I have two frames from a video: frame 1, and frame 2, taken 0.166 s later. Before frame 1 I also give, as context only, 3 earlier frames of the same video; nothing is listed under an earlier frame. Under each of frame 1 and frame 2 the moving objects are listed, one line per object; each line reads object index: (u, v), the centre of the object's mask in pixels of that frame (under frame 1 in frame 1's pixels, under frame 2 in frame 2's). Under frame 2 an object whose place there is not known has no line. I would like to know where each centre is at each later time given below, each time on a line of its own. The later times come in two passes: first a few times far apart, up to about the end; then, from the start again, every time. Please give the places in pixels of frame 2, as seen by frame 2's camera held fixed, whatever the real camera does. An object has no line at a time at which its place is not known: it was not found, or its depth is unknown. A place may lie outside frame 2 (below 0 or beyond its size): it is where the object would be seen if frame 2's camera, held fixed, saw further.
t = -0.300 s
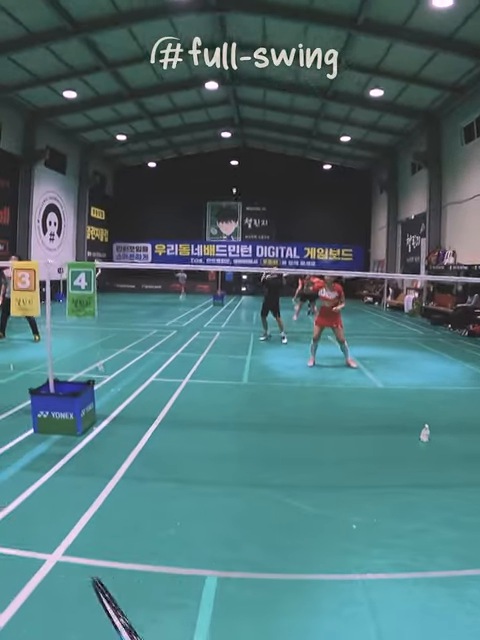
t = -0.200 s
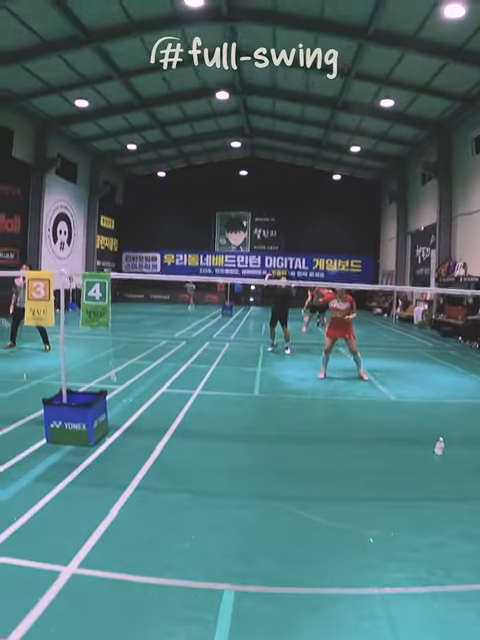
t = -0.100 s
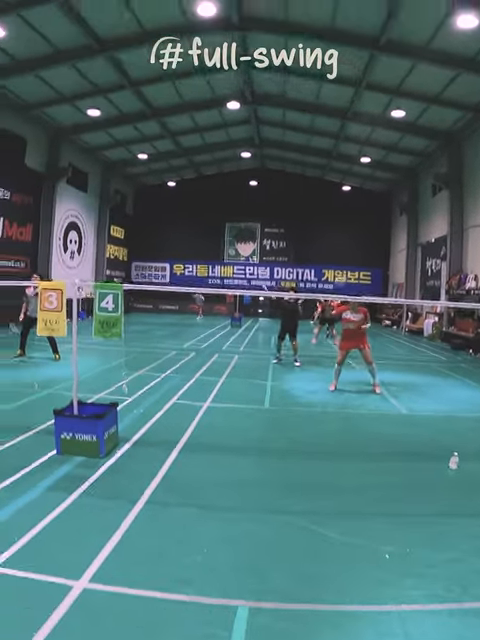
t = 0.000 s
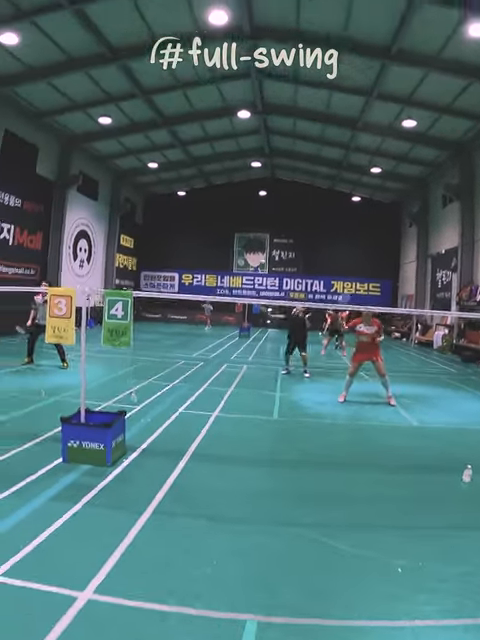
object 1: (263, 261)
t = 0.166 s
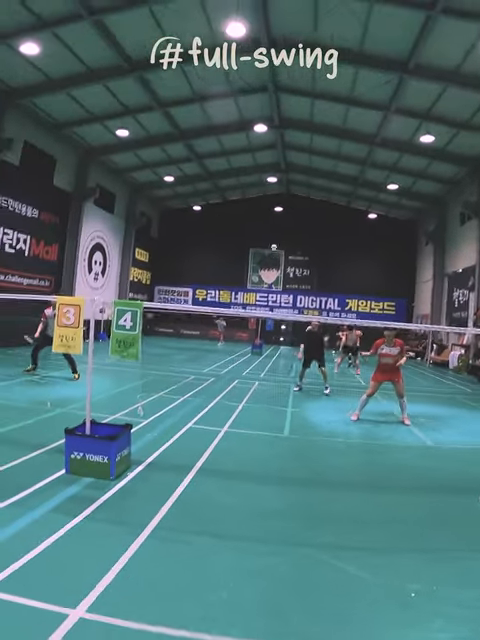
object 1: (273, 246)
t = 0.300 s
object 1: (267, 238)
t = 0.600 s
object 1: (234, 264)
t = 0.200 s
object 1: (272, 243)
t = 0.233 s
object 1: (270, 241)
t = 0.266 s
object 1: (268, 238)
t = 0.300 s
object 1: (267, 238)
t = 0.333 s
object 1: (265, 238)
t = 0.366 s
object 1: (263, 237)
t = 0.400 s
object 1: (260, 235)
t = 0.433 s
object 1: (258, 237)
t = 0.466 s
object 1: (254, 237)
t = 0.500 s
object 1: (251, 238)
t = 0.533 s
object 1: (246, 243)
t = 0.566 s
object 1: (242, 253)
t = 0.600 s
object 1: (234, 264)
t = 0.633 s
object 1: (226, 279)
